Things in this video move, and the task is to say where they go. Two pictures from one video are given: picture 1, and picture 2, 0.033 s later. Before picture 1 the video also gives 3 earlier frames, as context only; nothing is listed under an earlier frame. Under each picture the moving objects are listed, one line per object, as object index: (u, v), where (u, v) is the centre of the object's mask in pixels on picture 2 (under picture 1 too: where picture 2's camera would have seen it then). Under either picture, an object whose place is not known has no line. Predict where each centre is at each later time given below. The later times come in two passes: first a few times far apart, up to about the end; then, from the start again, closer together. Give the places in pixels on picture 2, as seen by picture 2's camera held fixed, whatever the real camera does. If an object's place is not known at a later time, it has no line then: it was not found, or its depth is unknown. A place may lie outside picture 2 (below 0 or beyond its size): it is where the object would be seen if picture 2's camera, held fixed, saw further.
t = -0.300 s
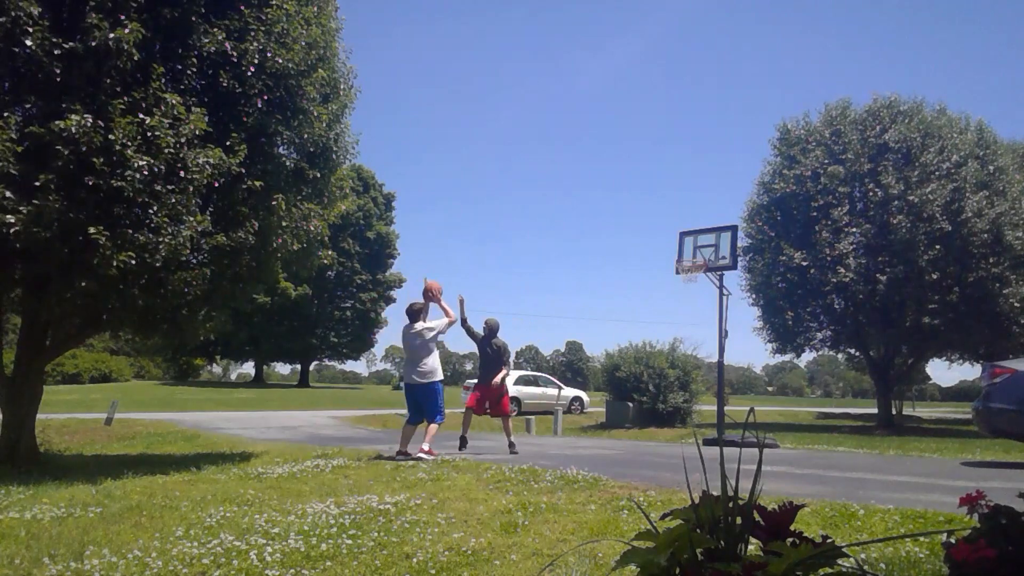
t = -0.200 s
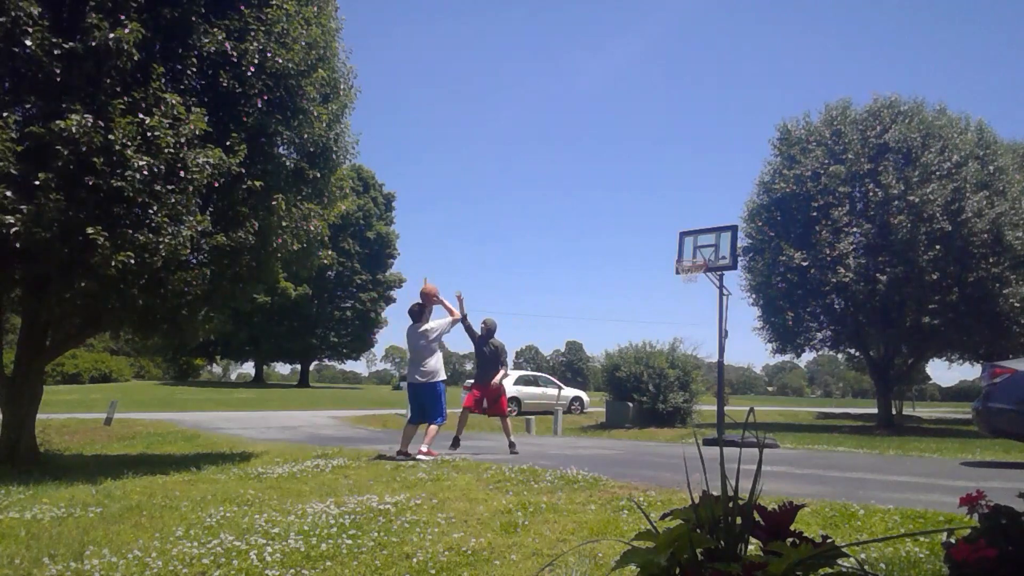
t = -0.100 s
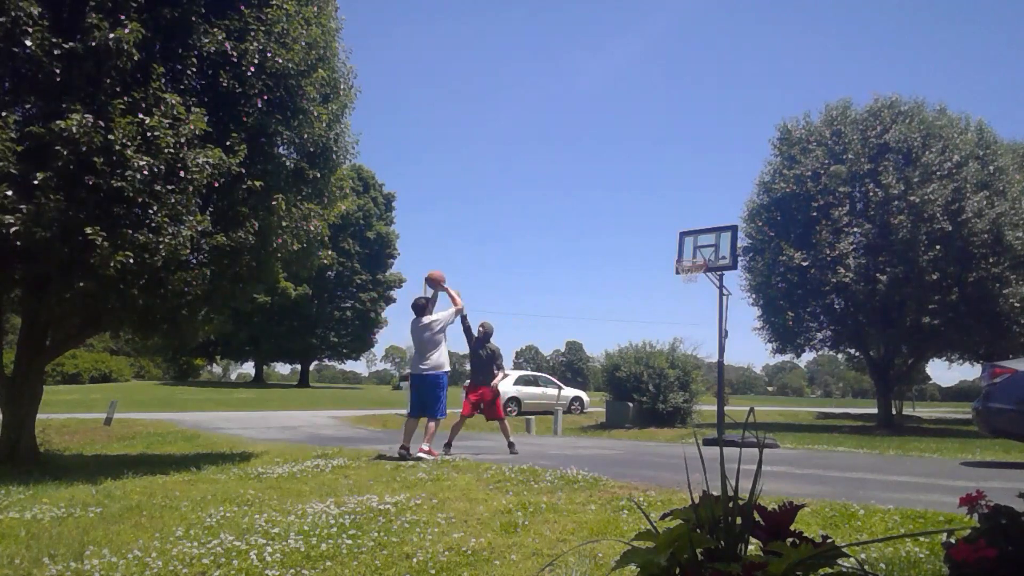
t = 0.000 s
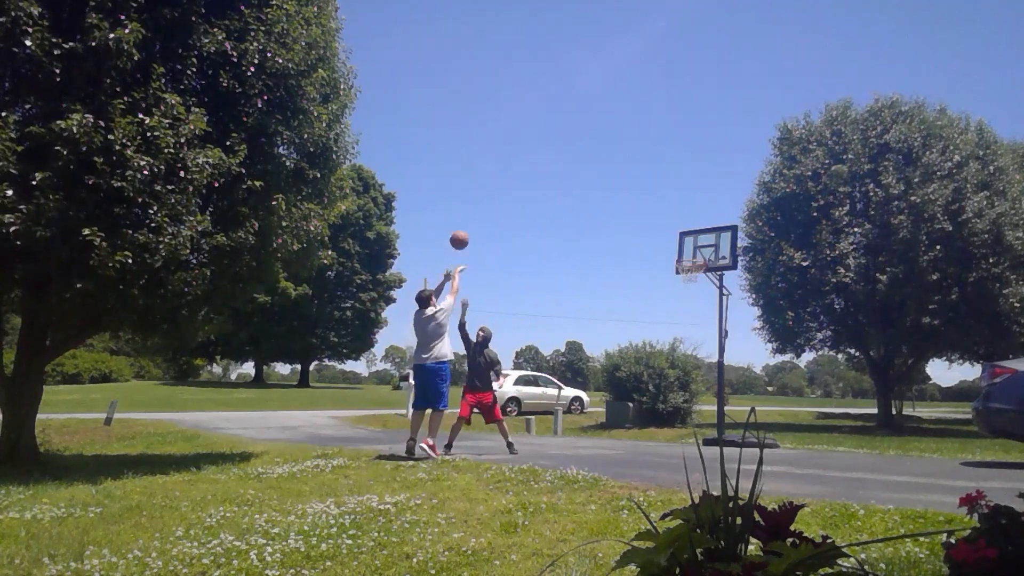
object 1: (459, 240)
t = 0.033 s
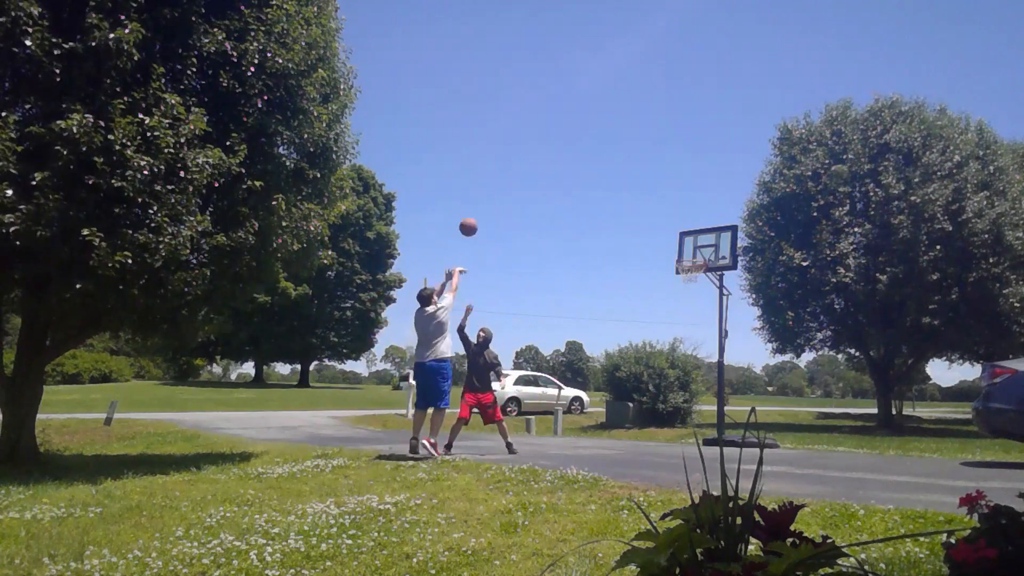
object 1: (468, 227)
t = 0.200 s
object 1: (510, 177)
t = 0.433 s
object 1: (561, 146)
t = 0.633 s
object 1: (599, 148)
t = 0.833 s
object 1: (633, 174)
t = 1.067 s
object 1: (671, 229)
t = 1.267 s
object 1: (703, 251)
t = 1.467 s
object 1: (738, 253)
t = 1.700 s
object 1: (784, 287)
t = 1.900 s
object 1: (829, 349)
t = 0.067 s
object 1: (477, 215)
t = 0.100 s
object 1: (485, 204)
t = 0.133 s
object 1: (494, 194)
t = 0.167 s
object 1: (502, 185)
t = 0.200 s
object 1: (510, 177)
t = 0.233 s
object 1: (518, 170)
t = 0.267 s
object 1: (526, 164)
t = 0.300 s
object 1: (533, 159)
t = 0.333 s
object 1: (540, 154)
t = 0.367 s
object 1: (547, 151)
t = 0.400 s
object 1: (554, 147)
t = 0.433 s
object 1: (561, 146)
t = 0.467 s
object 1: (568, 145)
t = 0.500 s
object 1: (574, 144)
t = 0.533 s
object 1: (580, 144)
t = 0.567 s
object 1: (587, 144)
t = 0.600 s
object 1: (593, 146)
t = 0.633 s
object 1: (599, 148)
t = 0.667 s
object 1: (605, 151)
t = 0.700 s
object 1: (611, 154)
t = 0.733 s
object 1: (617, 158)
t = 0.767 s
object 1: (622, 162)
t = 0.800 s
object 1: (628, 168)
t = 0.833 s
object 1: (633, 174)
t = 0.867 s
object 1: (640, 180)
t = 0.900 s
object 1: (645, 187)
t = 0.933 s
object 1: (650, 194)
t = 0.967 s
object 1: (655, 202)
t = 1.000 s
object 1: (661, 211)
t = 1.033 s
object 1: (666, 220)
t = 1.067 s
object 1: (671, 229)
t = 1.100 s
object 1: (676, 239)
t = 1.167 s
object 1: (687, 258)
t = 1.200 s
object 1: (692, 256)
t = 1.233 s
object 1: (697, 254)
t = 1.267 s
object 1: (703, 251)
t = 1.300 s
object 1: (708, 250)
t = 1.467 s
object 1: (738, 253)
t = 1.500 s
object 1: (743, 255)
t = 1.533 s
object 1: (751, 258)
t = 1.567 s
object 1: (757, 263)
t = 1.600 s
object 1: (763, 267)
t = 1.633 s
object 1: (770, 274)
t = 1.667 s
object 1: (777, 280)
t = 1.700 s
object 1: (784, 287)
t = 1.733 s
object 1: (791, 296)
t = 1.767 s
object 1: (798, 304)
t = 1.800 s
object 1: (806, 314)
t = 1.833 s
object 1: (813, 324)
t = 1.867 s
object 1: (822, 336)
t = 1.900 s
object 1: (829, 349)
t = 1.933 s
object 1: (837, 363)
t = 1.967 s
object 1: (846, 378)
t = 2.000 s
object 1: (855, 394)
